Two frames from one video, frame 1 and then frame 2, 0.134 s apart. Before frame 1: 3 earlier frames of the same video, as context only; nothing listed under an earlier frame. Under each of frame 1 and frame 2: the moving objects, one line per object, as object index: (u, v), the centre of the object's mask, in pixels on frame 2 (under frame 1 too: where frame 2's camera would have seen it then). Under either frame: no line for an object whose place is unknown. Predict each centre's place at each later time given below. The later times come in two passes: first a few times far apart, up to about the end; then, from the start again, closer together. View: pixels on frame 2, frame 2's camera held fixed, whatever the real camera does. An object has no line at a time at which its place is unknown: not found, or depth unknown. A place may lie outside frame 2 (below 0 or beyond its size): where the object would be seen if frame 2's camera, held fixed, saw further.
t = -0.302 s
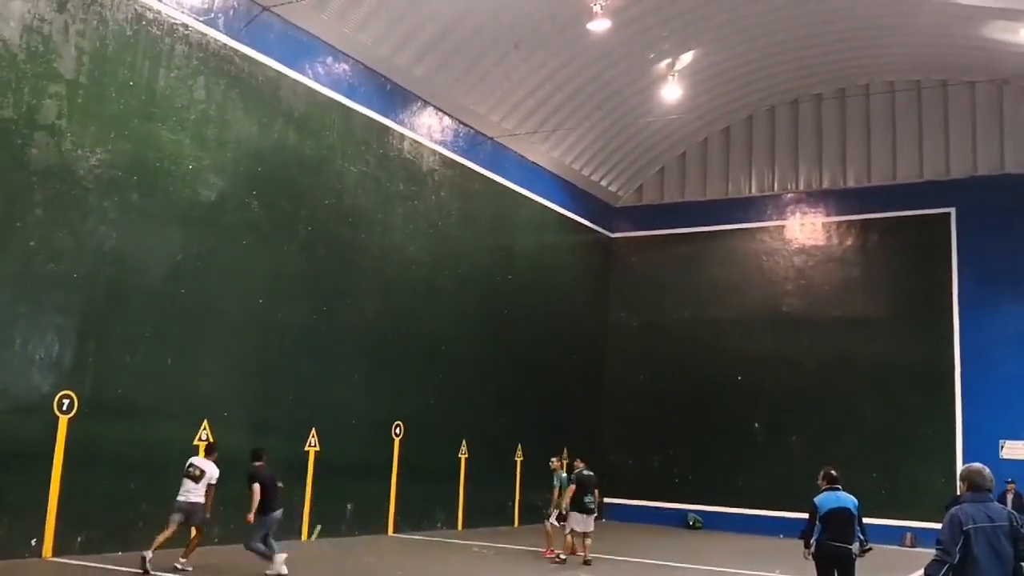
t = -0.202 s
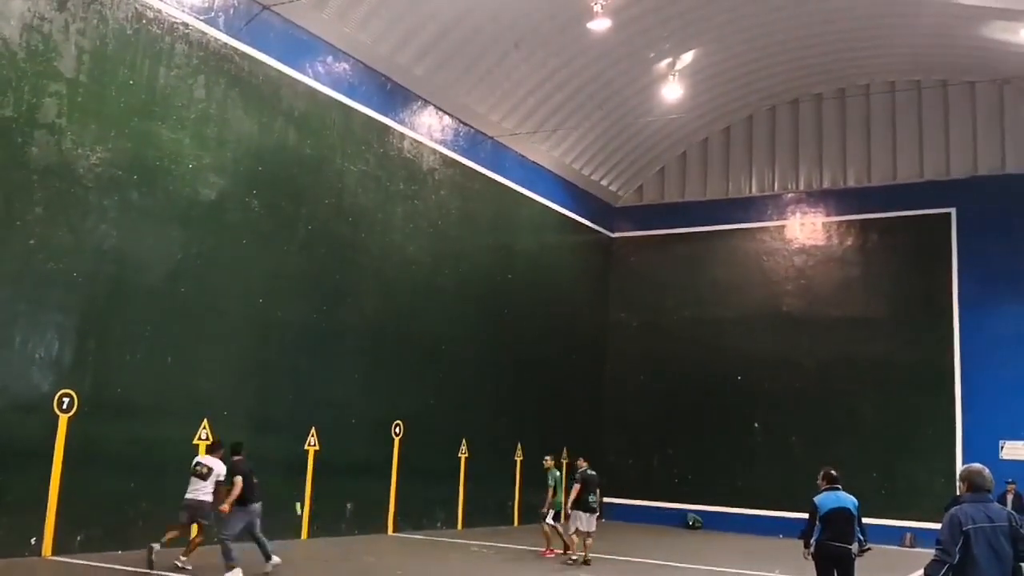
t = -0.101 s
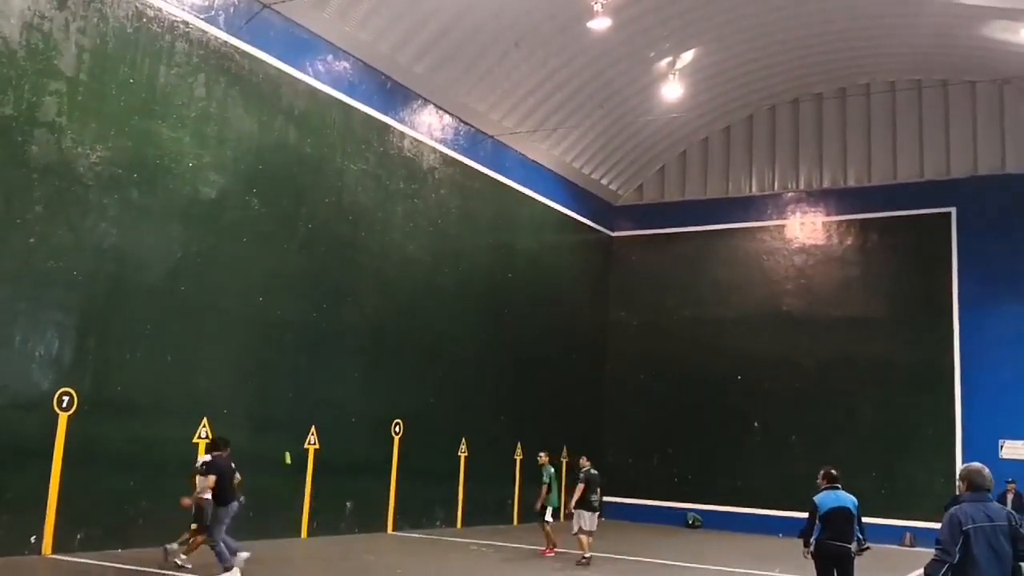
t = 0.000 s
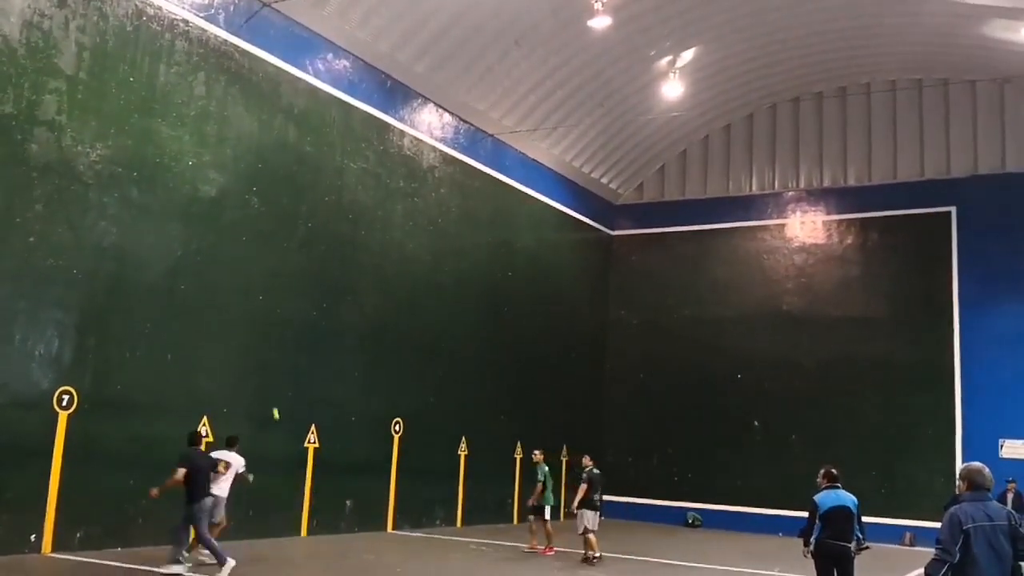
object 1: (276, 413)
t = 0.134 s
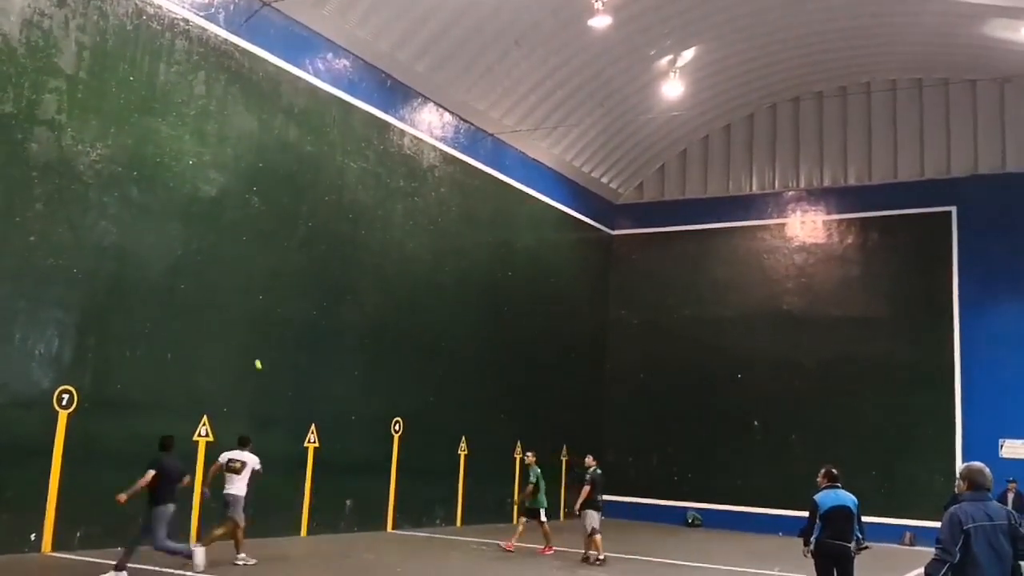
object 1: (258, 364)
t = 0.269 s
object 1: (237, 326)
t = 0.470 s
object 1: (202, 291)
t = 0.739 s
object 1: (142, 292)
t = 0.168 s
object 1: (253, 354)
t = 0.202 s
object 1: (248, 344)
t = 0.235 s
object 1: (243, 335)
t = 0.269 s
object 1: (237, 326)
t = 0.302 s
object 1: (232, 319)
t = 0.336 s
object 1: (226, 312)
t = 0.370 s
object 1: (220, 306)
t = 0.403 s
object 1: (214, 300)
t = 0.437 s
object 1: (208, 296)
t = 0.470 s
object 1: (202, 291)
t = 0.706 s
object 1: (150, 289)
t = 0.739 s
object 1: (142, 292)
